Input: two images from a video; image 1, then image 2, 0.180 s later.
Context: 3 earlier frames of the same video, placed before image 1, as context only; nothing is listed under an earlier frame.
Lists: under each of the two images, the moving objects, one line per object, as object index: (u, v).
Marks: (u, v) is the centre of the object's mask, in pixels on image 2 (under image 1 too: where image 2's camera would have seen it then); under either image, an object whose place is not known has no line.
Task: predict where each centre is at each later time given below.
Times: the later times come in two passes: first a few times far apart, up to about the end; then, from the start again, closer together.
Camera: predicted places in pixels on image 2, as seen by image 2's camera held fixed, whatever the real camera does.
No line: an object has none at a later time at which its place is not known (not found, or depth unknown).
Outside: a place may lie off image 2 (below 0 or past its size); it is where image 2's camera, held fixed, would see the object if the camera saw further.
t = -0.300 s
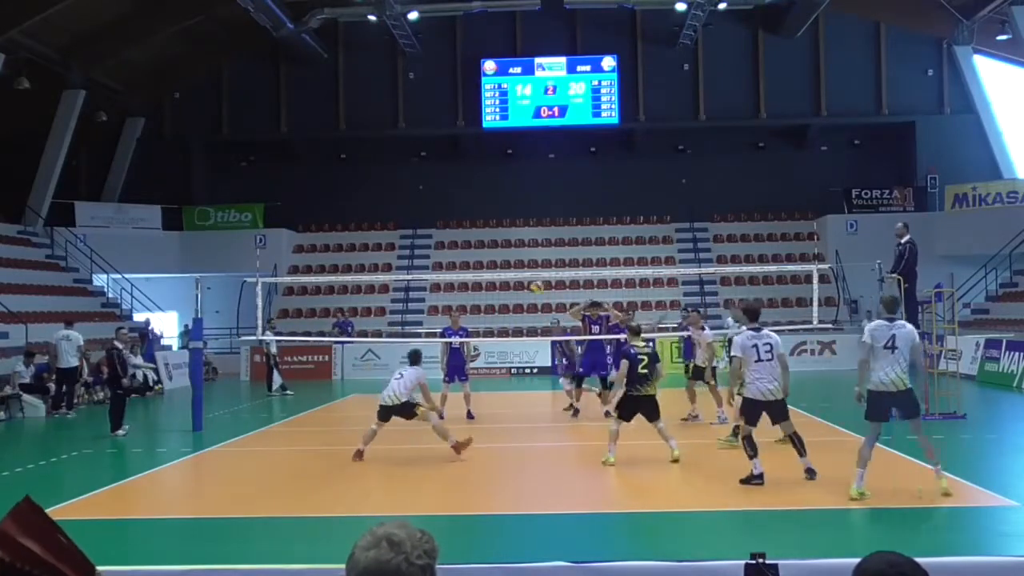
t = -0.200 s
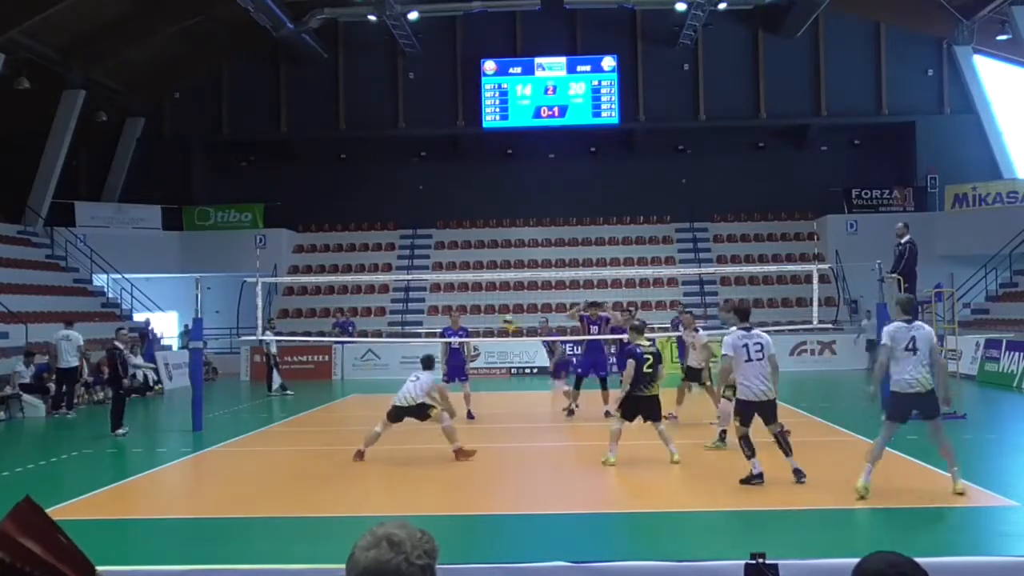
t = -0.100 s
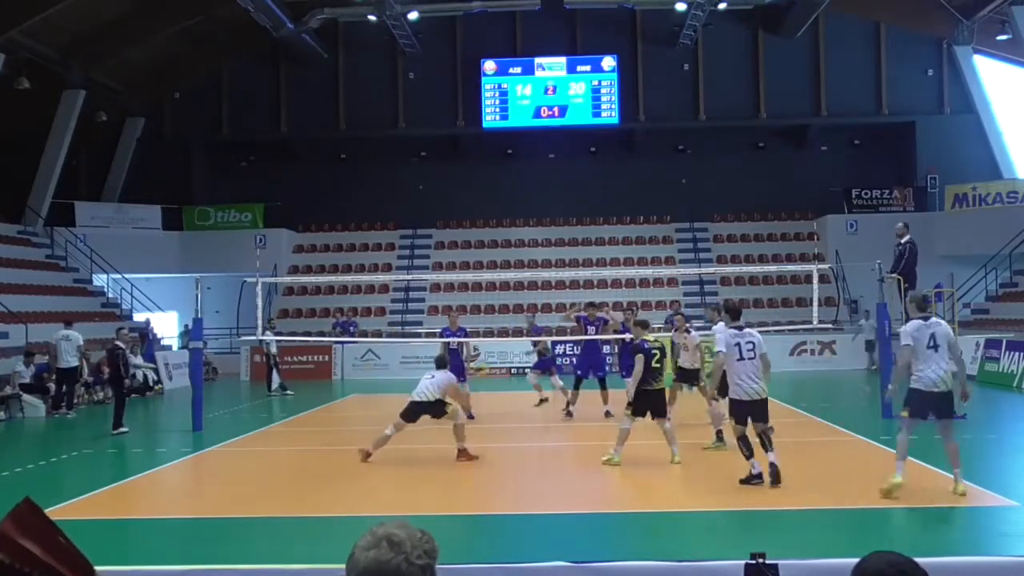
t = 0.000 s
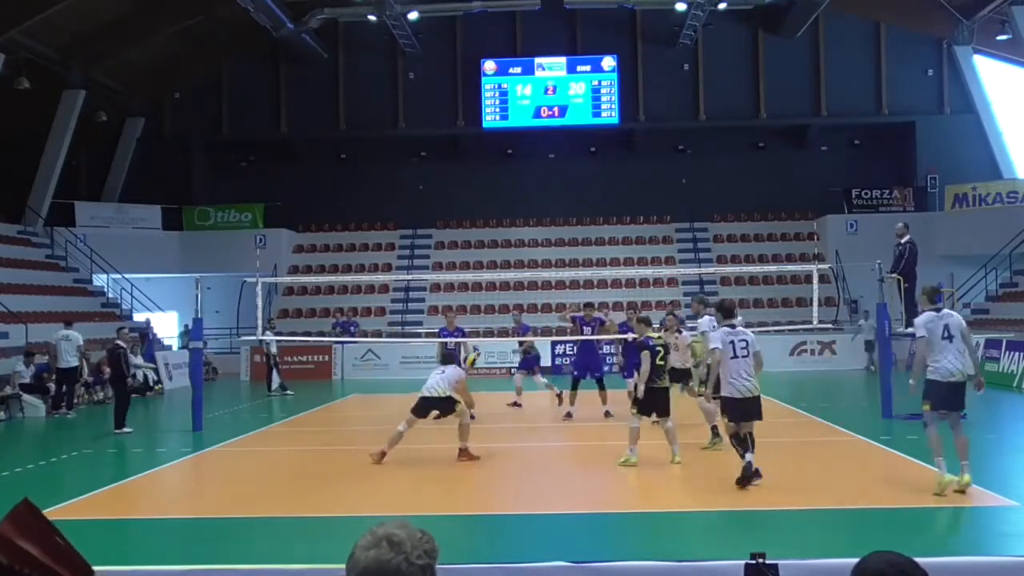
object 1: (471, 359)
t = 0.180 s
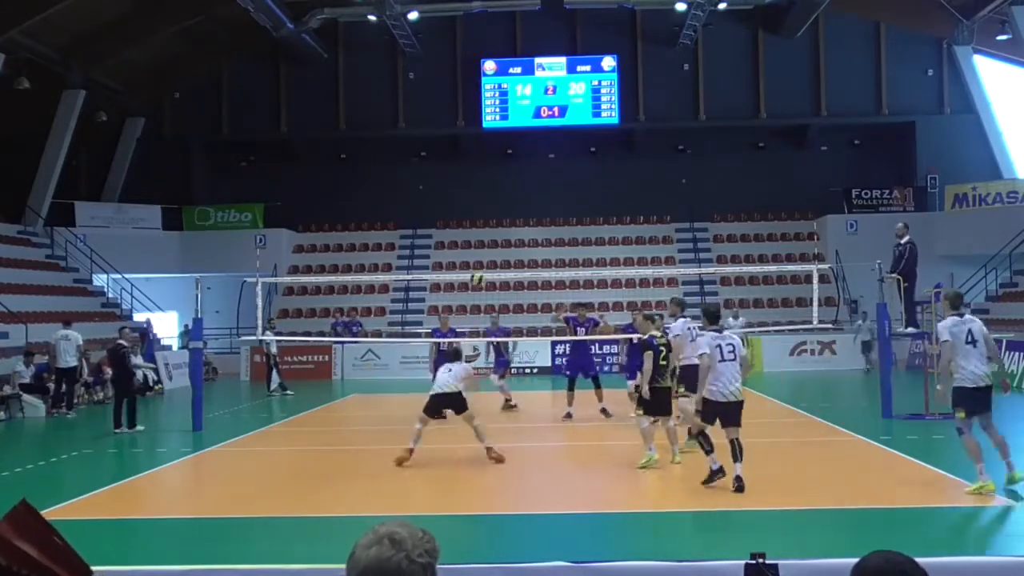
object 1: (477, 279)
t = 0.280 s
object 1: (480, 245)
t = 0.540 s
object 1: (487, 196)
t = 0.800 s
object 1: (493, 194)
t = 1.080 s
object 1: (501, 237)
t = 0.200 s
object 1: (478, 271)
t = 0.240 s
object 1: (479, 259)
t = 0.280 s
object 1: (480, 245)
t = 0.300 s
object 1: (481, 240)
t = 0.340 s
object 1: (482, 229)
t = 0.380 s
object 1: (483, 220)
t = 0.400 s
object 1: (484, 217)
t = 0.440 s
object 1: (485, 209)
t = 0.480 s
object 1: (486, 203)
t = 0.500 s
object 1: (487, 200)
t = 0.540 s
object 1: (487, 196)
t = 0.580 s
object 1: (488, 193)
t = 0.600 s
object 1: (489, 191)
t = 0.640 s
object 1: (490, 190)
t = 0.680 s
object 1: (491, 189)
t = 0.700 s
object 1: (491, 189)
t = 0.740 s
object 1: (492, 191)
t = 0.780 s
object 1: (493, 192)
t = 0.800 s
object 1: (493, 194)
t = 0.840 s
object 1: (494, 197)
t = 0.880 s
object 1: (496, 201)
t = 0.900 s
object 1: (496, 204)
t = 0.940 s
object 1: (497, 210)
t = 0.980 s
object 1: (498, 217)
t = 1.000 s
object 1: (499, 220)
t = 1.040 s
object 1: (499, 227)
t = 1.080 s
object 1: (501, 237)
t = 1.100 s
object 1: (502, 241)
